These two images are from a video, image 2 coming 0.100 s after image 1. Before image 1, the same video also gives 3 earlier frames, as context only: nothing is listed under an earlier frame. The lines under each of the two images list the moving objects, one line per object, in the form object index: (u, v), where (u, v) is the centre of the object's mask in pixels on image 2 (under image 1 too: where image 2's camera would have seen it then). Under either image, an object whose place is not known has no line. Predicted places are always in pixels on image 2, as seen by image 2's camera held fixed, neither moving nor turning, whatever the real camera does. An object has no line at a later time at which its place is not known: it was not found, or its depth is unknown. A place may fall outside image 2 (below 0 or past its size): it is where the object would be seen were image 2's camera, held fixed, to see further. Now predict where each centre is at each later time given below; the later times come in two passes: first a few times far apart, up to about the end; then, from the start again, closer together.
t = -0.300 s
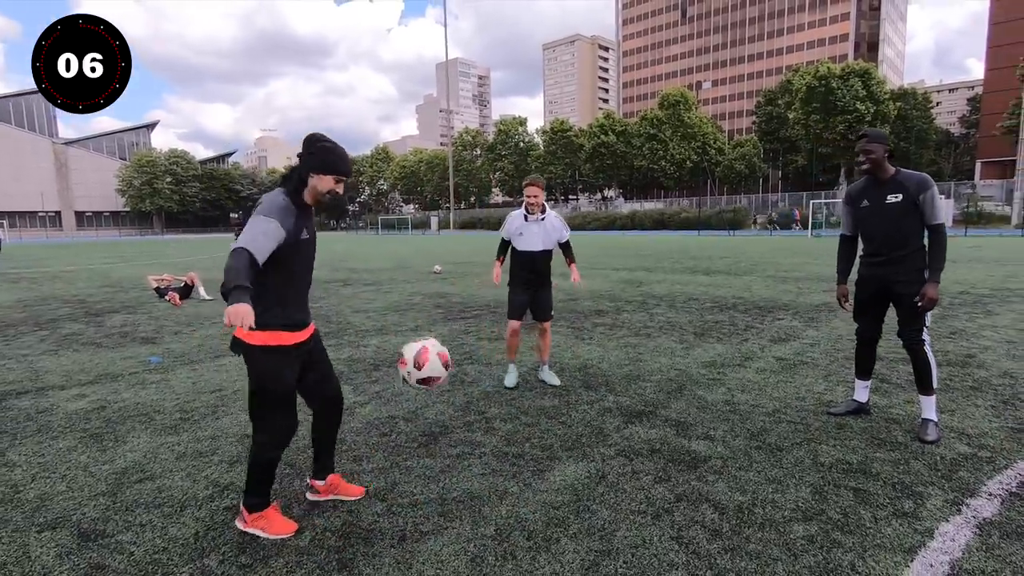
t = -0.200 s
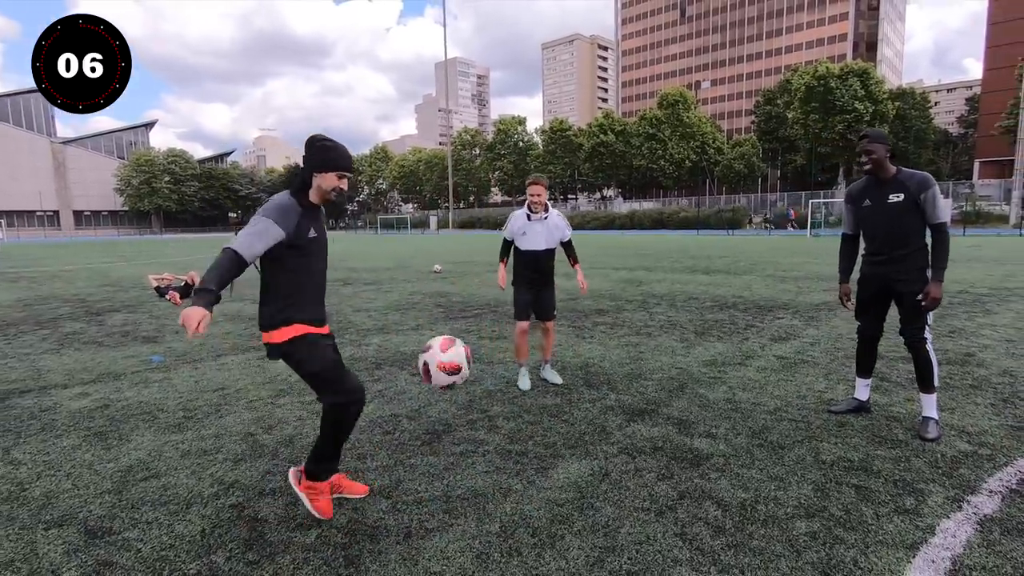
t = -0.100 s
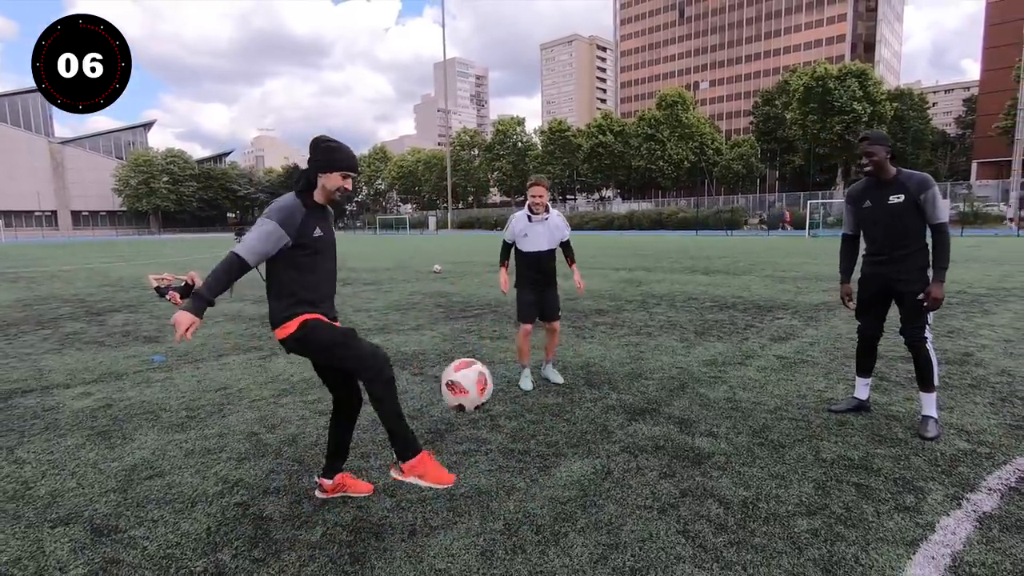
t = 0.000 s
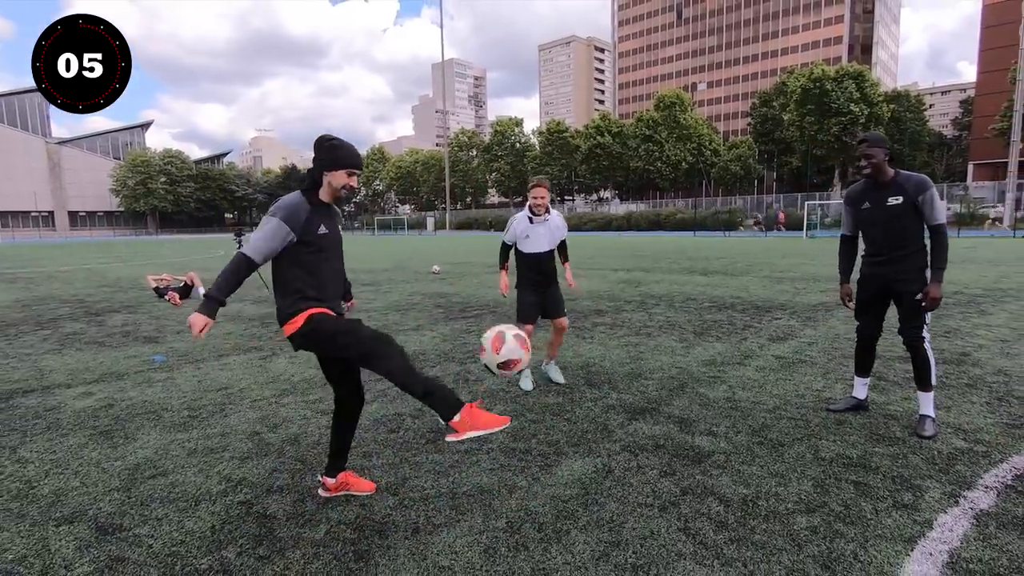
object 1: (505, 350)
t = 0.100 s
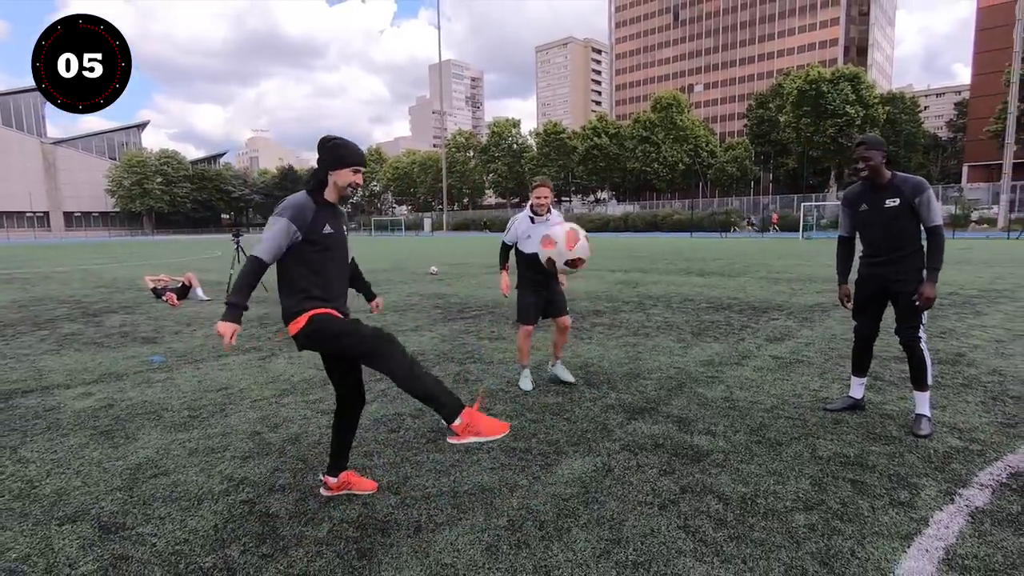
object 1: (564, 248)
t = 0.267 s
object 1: (667, 128)
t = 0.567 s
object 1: (836, 89)
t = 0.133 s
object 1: (585, 219)
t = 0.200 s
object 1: (626, 169)
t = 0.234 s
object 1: (647, 148)
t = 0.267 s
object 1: (667, 128)
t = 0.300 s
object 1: (687, 114)
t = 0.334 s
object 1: (707, 101)
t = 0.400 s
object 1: (745, 85)
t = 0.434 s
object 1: (764, 81)
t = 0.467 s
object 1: (782, 78)
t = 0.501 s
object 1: (800, 79)
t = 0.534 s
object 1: (818, 83)
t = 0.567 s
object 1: (836, 89)
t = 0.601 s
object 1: (855, 97)
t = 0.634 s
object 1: (870, 108)
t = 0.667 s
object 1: (887, 121)
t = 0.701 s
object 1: (905, 136)
